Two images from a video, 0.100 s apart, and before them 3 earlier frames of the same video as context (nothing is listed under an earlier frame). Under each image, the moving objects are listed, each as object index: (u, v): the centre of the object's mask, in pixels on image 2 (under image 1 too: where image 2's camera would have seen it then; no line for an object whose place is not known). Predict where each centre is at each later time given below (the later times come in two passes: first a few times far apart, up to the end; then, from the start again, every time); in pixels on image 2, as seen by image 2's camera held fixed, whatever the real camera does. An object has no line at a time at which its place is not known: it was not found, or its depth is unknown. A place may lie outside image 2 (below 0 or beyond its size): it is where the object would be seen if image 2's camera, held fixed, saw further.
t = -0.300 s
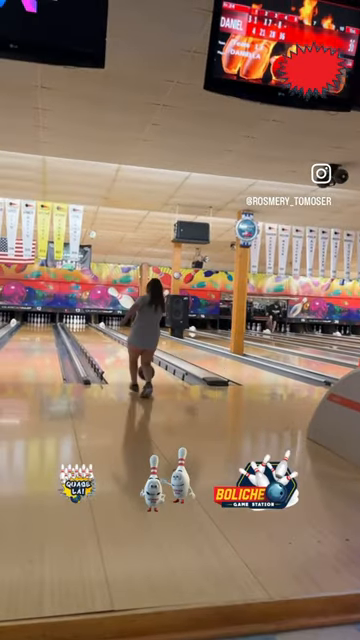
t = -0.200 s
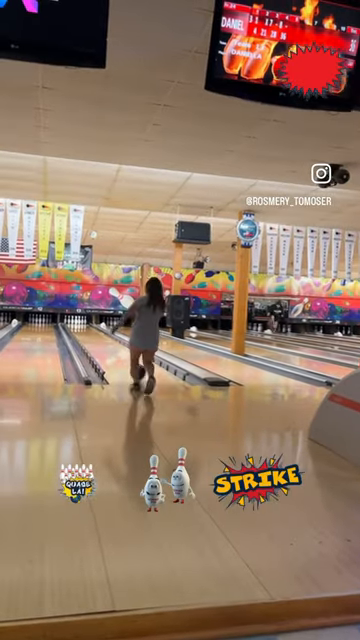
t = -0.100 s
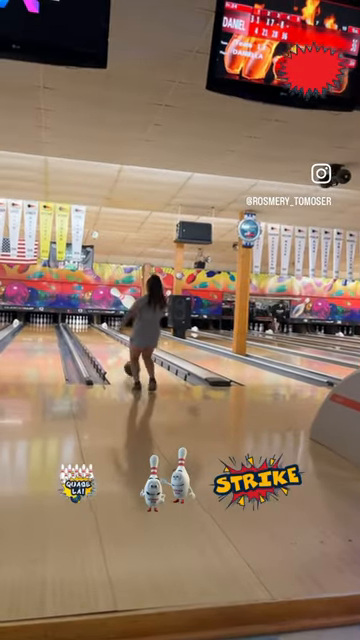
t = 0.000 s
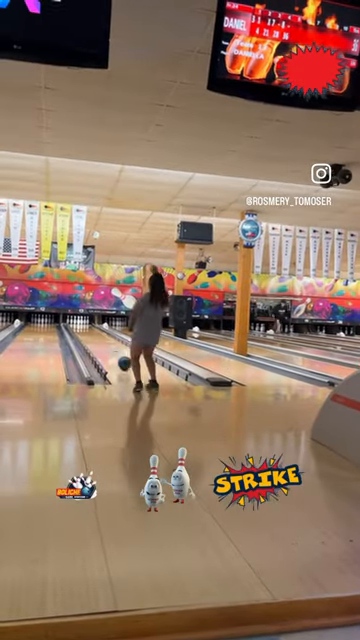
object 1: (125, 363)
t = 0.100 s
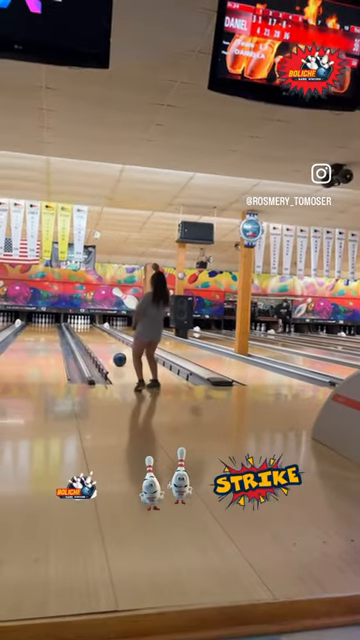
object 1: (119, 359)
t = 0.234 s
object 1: (113, 355)
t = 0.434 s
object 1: (104, 350)
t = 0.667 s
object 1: (96, 346)
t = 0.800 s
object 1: (92, 344)
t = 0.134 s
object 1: (117, 359)
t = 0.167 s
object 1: (116, 358)
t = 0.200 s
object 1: (114, 356)
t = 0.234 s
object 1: (113, 355)
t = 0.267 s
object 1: (111, 355)
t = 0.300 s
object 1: (109, 354)
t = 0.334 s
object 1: (108, 353)
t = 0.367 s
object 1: (107, 352)
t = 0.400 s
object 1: (105, 351)
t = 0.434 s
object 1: (104, 350)
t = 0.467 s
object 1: (103, 350)
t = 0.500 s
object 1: (101, 349)
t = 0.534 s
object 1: (100, 348)
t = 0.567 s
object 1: (99, 348)
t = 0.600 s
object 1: (98, 347)
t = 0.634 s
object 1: (97, 346)
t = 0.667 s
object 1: (96, 346)
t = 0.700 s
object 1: (95, 345)
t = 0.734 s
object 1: (94, 345)
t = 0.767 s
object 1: (93, 344)
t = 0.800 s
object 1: (92, 344)
